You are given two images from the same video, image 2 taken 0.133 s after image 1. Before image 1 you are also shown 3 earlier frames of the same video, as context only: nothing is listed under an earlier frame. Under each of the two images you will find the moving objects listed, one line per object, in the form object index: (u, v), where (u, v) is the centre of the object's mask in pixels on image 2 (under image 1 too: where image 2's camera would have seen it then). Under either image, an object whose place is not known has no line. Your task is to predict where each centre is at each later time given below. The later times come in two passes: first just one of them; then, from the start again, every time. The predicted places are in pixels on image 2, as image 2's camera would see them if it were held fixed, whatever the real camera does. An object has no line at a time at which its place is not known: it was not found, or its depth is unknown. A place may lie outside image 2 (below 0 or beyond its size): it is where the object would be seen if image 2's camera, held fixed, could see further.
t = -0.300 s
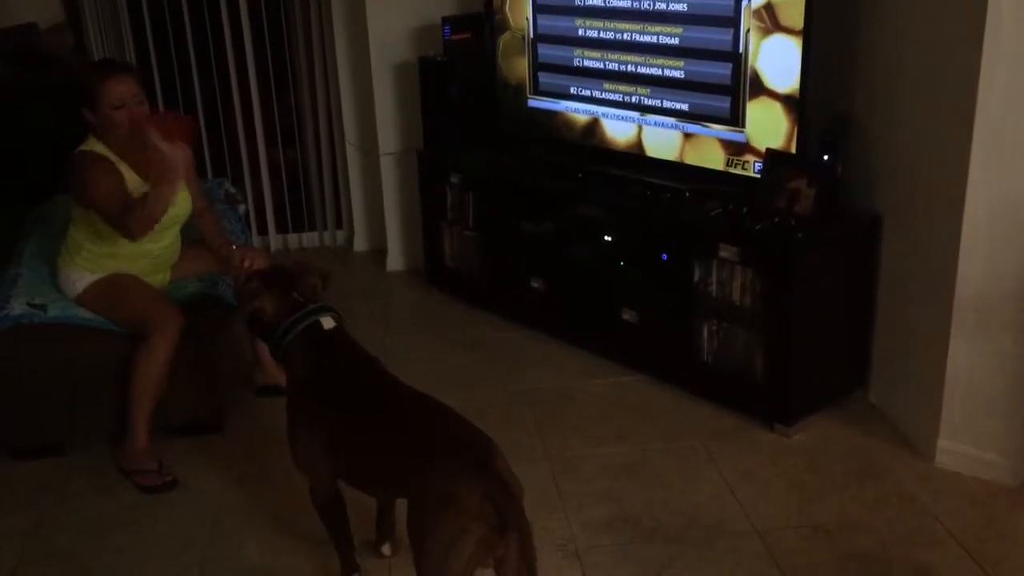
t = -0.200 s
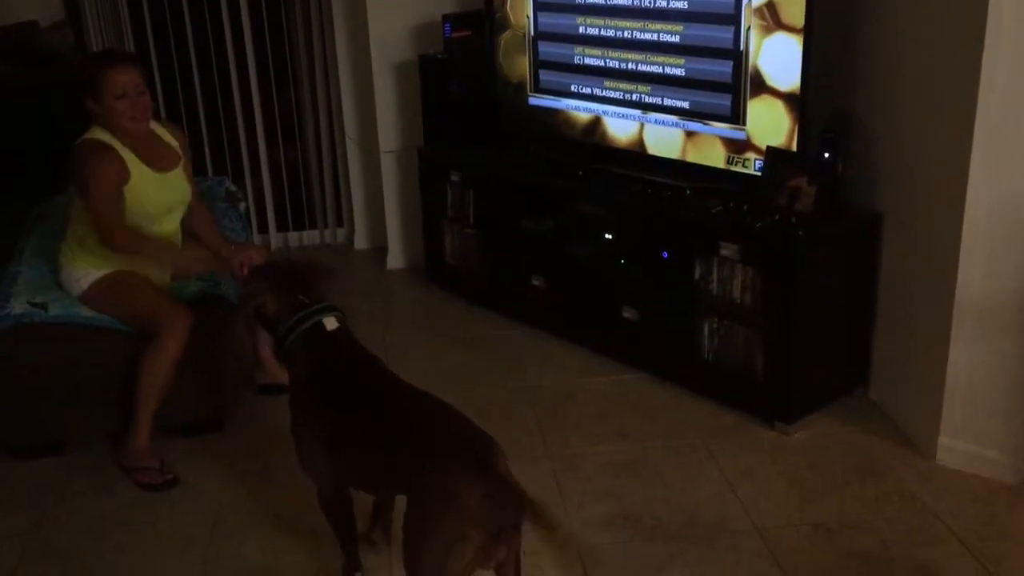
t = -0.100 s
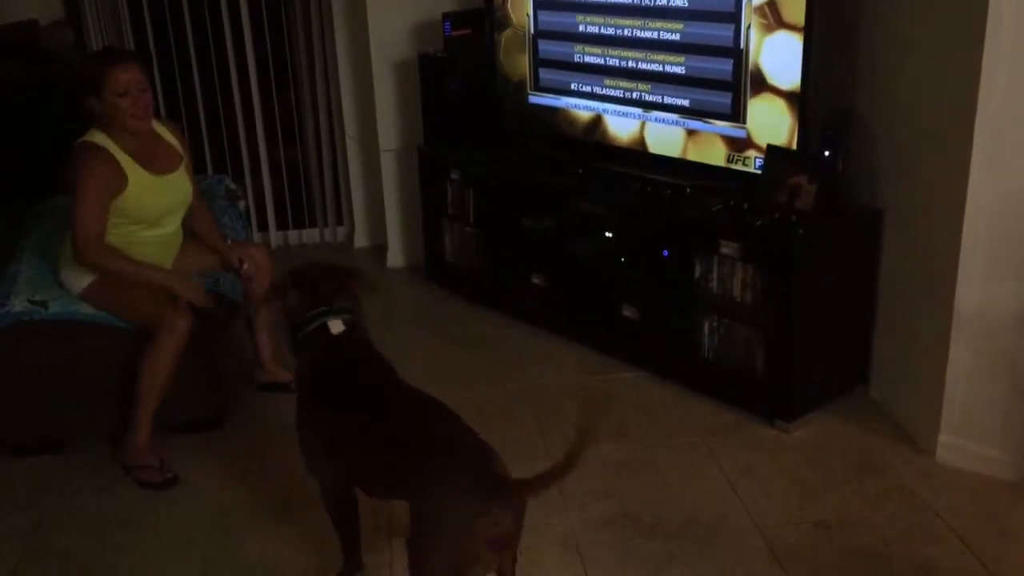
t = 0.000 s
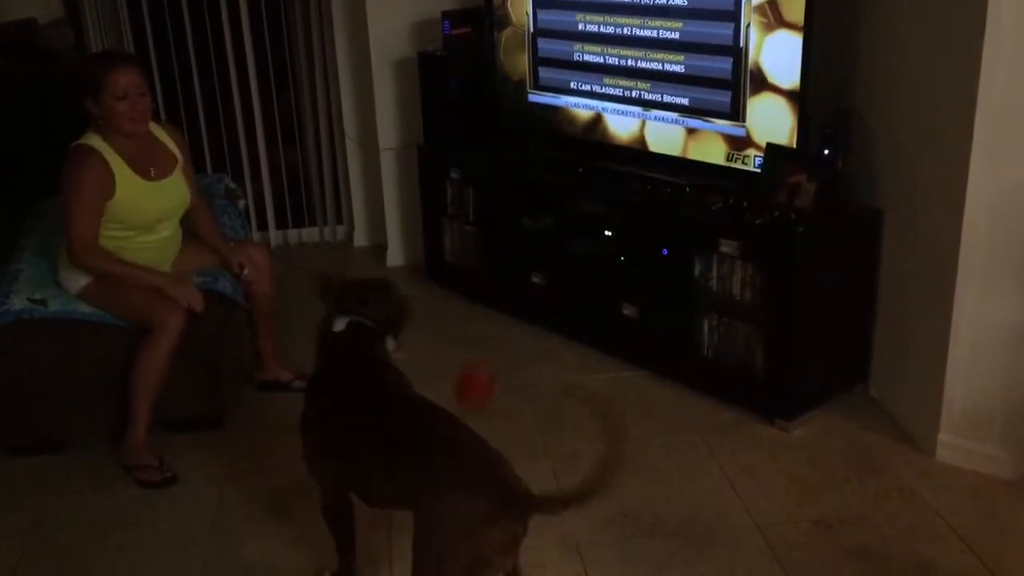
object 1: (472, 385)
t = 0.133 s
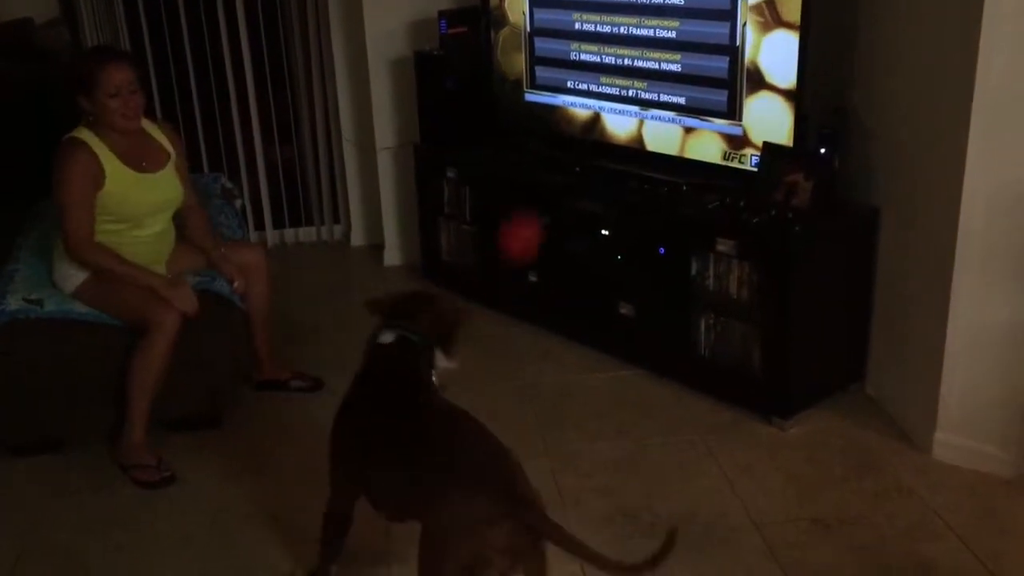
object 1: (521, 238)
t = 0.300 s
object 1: (600, 125)
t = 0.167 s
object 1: (535, 208)
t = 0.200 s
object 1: (549, 180)
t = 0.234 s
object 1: (566, 157)
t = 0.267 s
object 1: (582, 141)
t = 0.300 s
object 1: (600, 125)
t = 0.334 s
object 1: (620, 115)
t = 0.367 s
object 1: (642, 111)
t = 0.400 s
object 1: (663, 114)
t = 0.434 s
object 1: (686, 125)
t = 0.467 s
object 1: (710, 145)
